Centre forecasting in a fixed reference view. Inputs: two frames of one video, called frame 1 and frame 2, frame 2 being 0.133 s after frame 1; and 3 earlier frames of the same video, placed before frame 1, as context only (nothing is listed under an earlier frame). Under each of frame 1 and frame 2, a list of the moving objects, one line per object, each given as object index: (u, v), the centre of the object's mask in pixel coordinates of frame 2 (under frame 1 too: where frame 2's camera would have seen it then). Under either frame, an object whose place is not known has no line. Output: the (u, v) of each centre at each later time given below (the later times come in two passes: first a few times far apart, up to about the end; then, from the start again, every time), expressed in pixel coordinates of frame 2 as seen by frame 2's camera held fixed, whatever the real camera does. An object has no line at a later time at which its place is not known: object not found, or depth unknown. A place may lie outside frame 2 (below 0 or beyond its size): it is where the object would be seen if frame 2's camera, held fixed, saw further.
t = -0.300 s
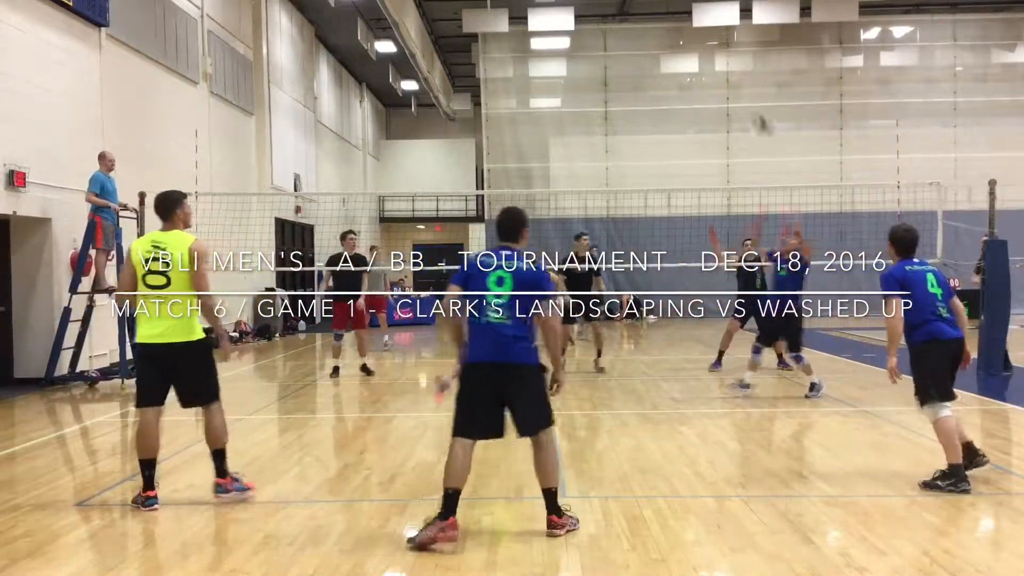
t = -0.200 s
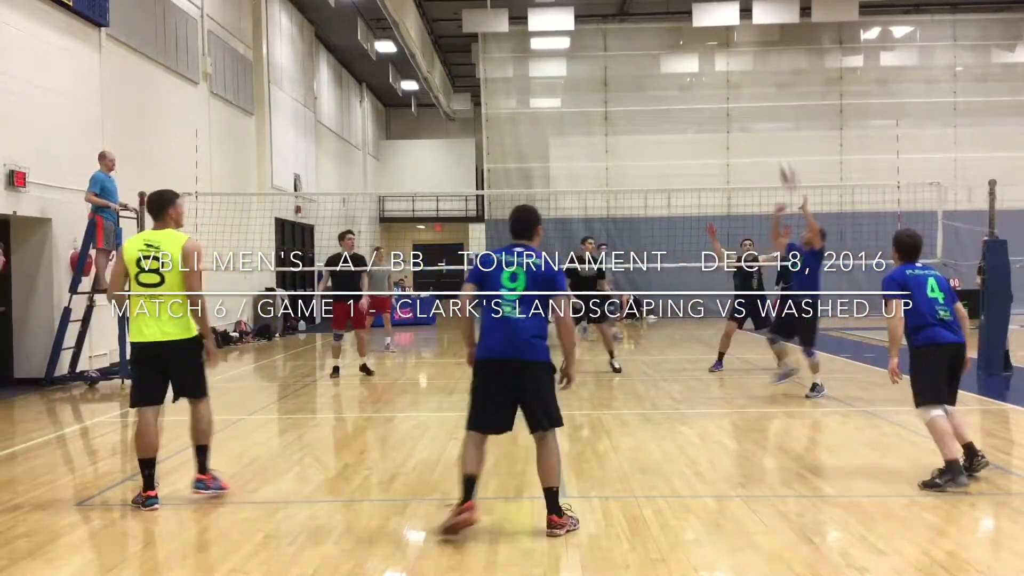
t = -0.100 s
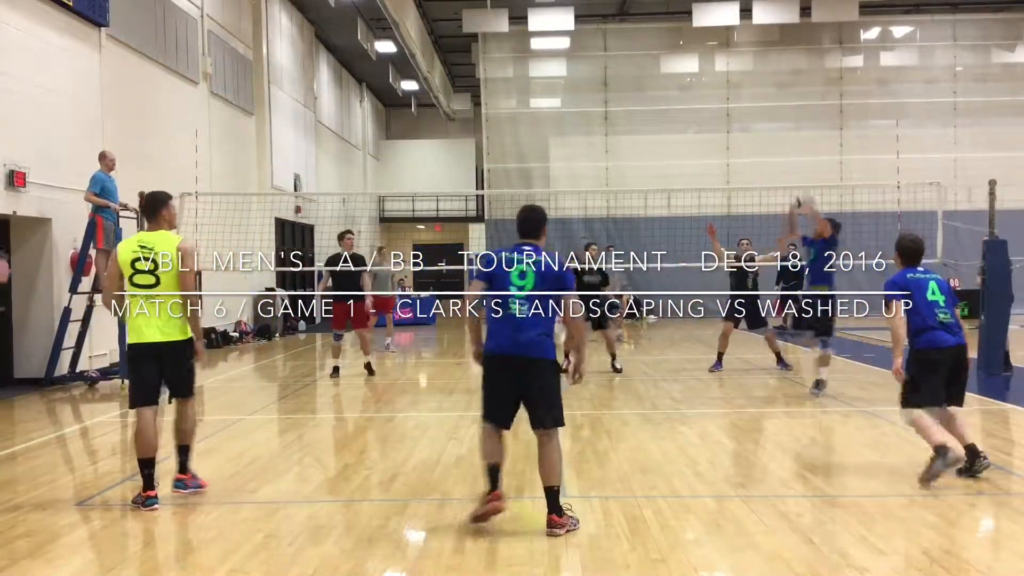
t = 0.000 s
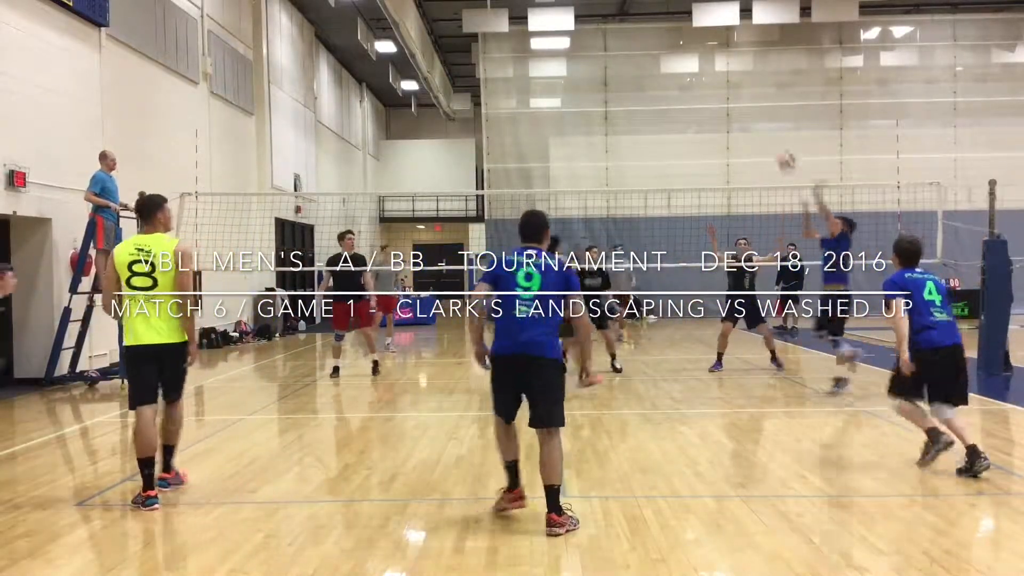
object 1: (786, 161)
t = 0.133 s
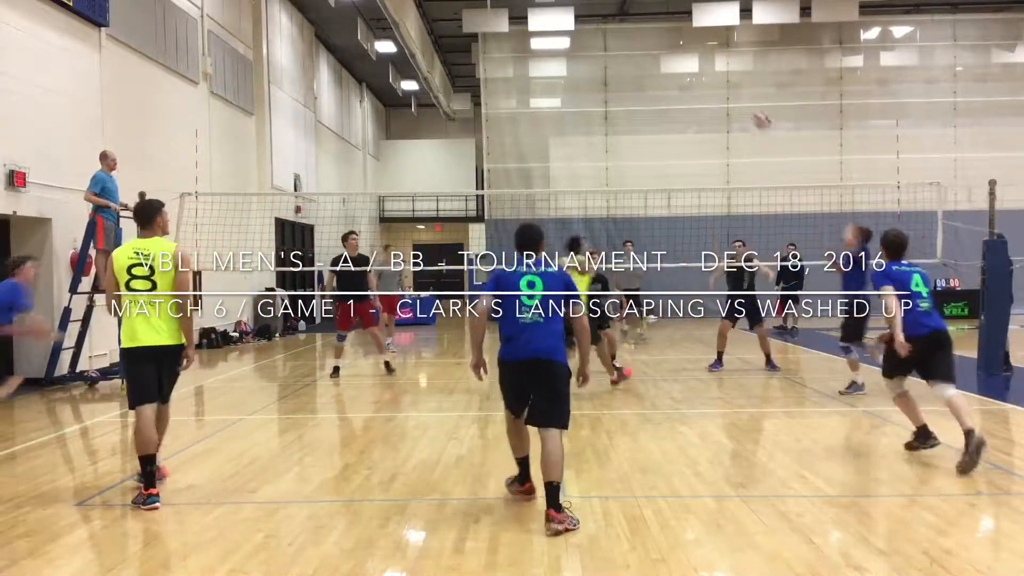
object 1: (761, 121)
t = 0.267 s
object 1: (740, 96)
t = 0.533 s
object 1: (698, 93)
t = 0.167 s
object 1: (757, 114)
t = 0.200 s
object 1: (751, 109)
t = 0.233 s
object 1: (744, 102)
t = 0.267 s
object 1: (740, 96)
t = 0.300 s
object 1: (734, 93)
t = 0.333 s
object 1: (728, 89)
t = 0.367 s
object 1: (723, 91)
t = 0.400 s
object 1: (718, 89)
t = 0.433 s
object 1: (712, 89)
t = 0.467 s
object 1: (707, 90)
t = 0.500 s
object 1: (702, 92)
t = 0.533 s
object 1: (698, 93)
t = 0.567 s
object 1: (691, 96)
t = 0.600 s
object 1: (685, 103)
